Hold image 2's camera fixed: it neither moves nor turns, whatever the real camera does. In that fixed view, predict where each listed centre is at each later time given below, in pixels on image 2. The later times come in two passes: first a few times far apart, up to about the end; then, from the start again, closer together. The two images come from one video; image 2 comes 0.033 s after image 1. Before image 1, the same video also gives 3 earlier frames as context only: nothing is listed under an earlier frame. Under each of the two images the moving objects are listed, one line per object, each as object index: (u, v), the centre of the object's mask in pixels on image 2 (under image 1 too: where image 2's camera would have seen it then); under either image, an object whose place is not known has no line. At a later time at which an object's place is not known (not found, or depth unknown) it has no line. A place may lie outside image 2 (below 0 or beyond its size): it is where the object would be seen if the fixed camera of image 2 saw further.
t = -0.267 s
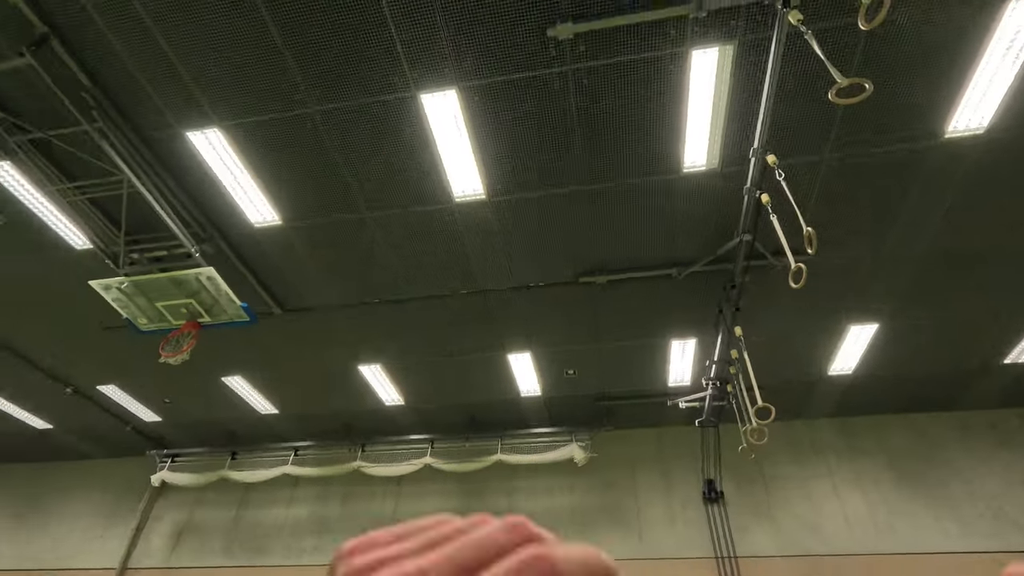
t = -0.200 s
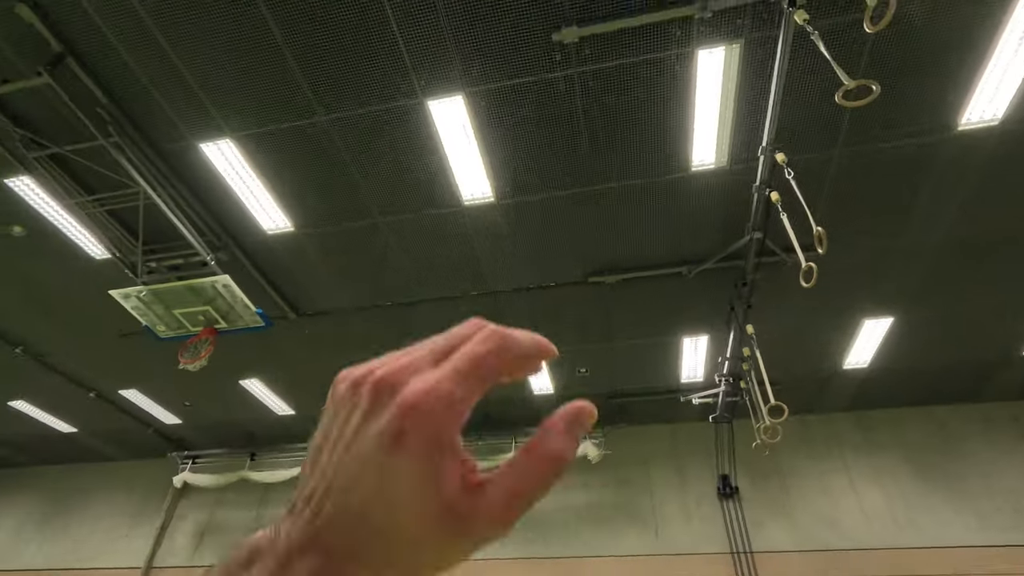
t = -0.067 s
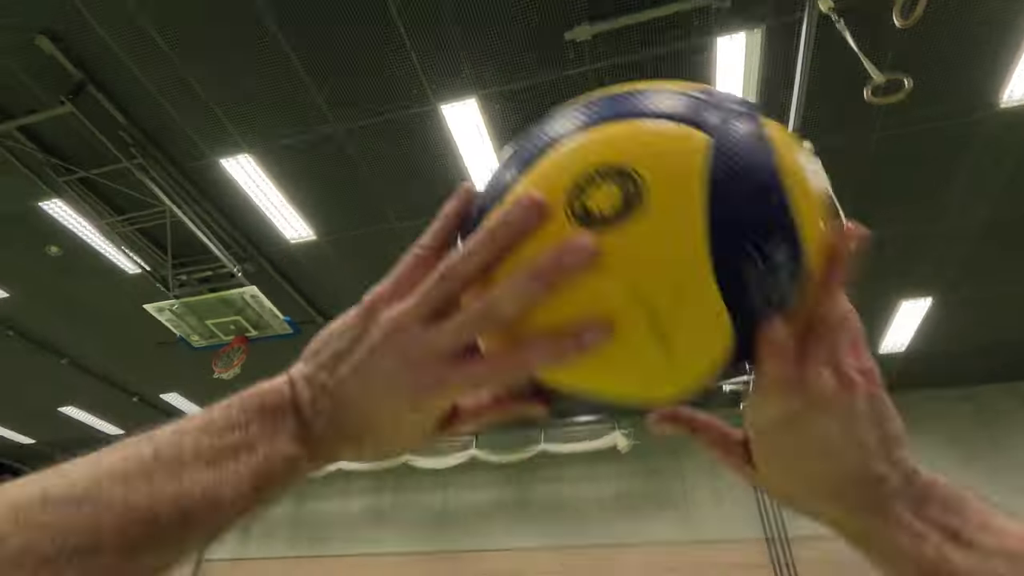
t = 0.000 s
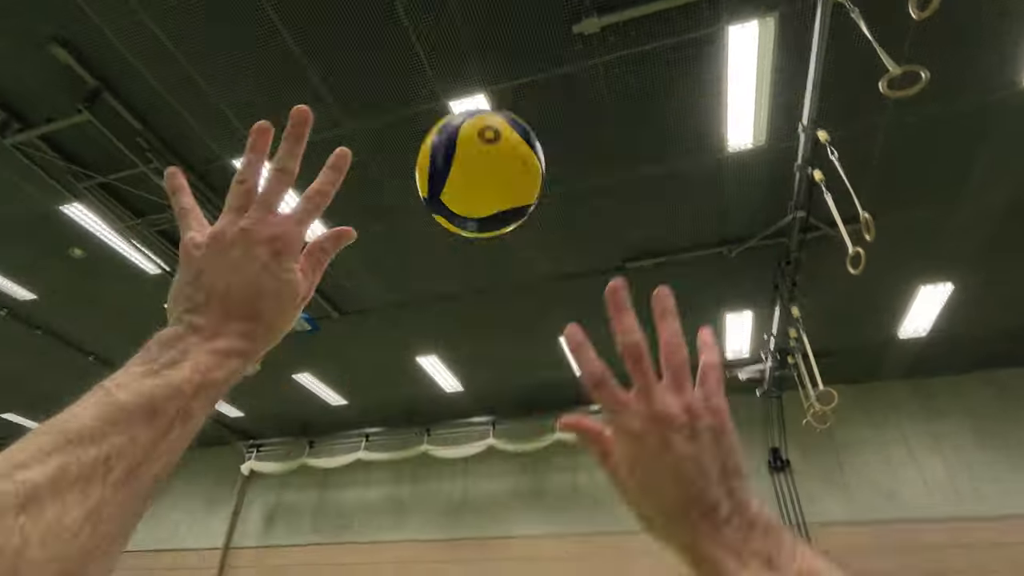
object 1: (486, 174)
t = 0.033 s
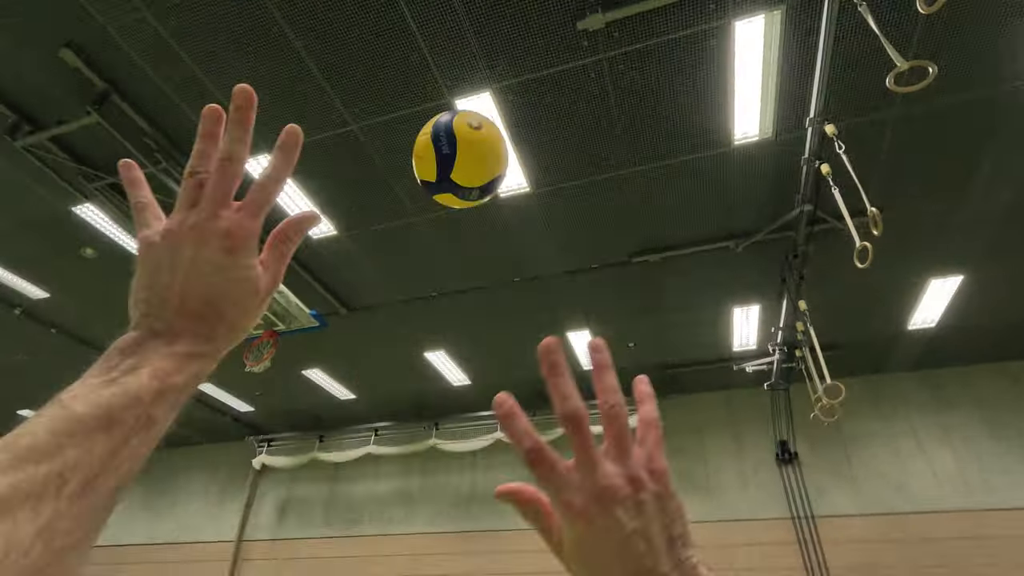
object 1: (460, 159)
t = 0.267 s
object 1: (408, 124)
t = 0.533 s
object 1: (377, 175)
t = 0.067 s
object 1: (443, 148)
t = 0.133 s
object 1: (426, 132)
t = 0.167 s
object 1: (420, 129)
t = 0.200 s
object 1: (415, 127)
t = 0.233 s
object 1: (411, 125)
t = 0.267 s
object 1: (408, 124)
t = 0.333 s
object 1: (400, 126)
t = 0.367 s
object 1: (397, 131)
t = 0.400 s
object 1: (393, 141)
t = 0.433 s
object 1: (389, 151)
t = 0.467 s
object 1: (384, 159)
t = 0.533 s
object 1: (377, 175)
